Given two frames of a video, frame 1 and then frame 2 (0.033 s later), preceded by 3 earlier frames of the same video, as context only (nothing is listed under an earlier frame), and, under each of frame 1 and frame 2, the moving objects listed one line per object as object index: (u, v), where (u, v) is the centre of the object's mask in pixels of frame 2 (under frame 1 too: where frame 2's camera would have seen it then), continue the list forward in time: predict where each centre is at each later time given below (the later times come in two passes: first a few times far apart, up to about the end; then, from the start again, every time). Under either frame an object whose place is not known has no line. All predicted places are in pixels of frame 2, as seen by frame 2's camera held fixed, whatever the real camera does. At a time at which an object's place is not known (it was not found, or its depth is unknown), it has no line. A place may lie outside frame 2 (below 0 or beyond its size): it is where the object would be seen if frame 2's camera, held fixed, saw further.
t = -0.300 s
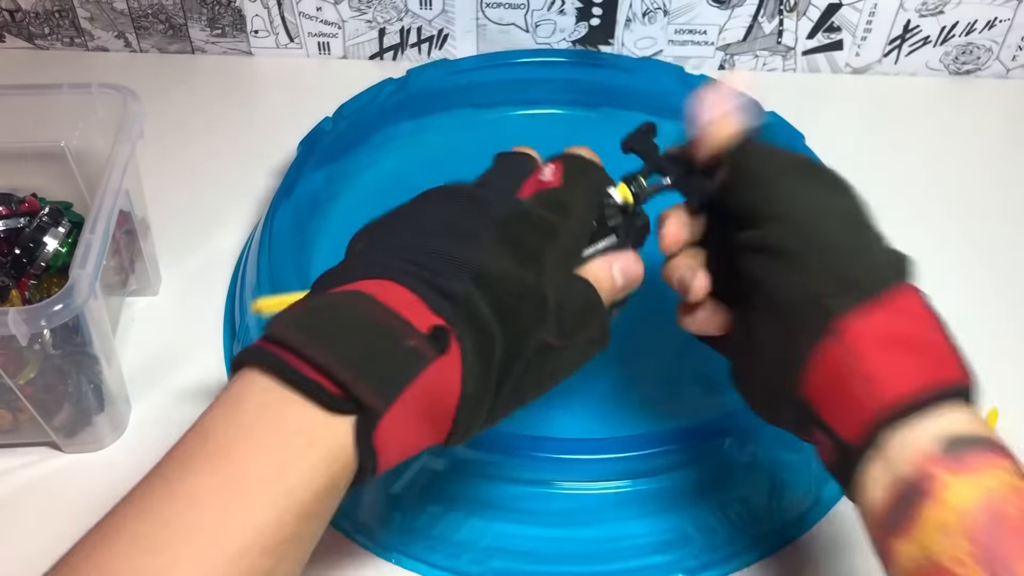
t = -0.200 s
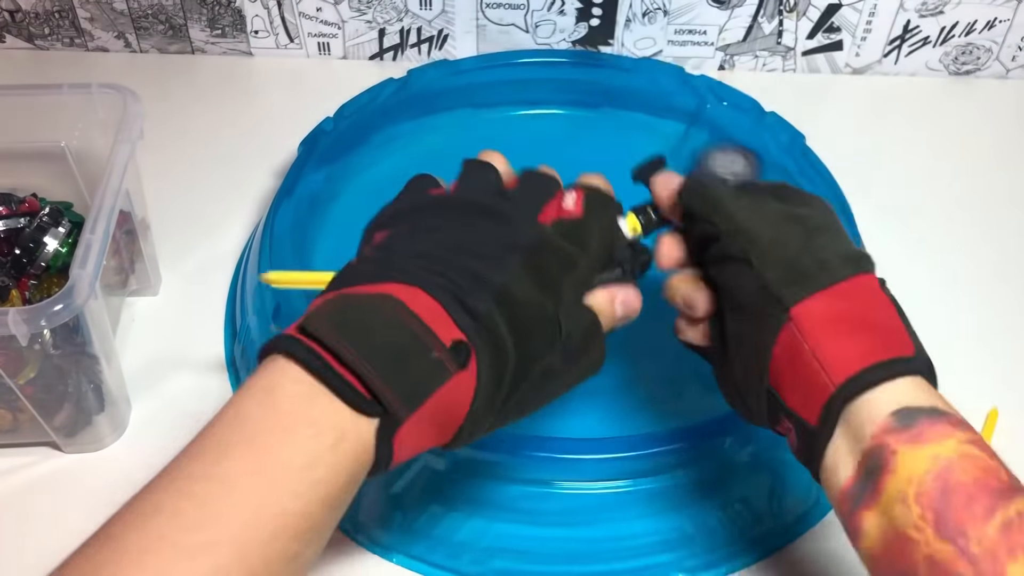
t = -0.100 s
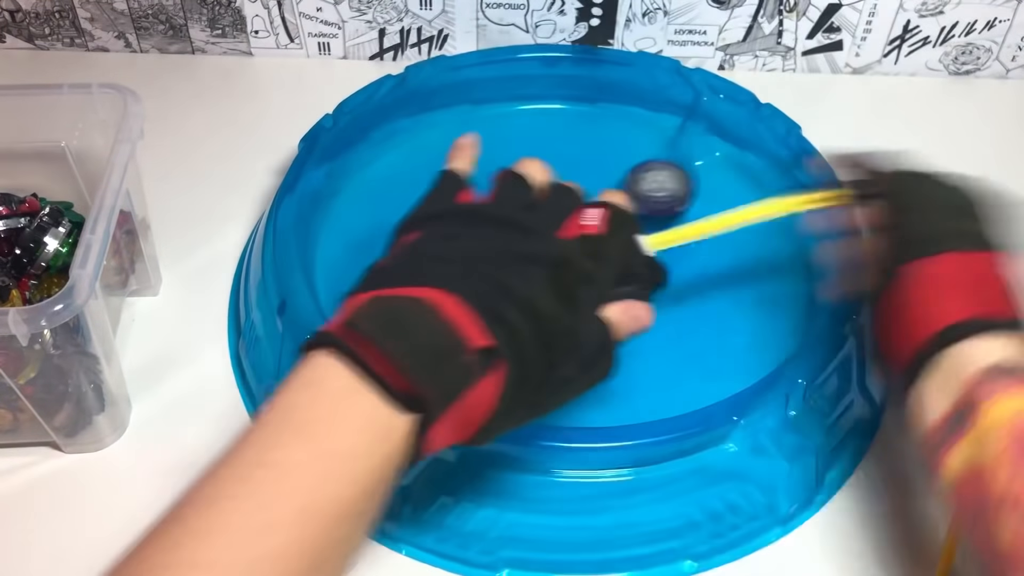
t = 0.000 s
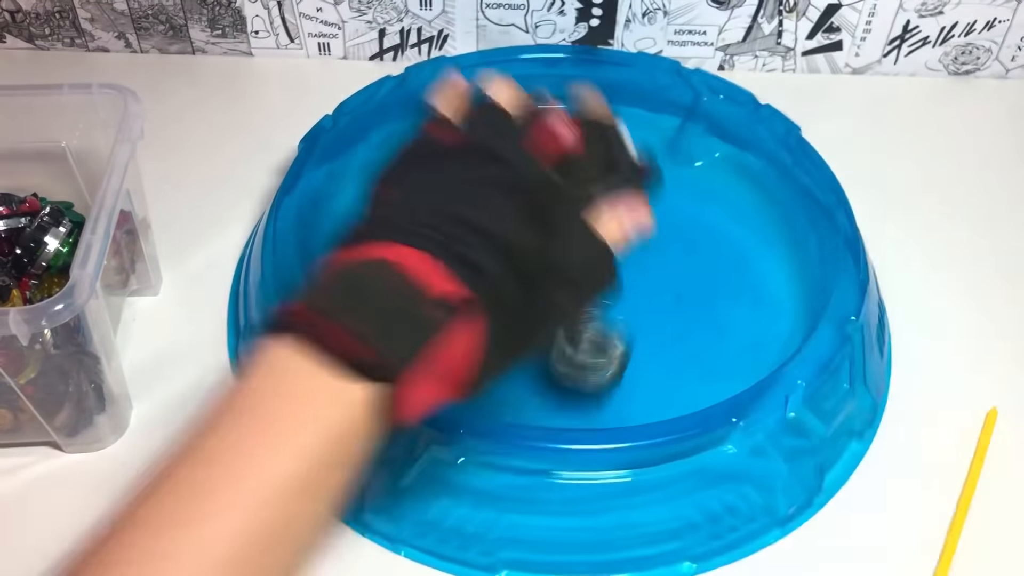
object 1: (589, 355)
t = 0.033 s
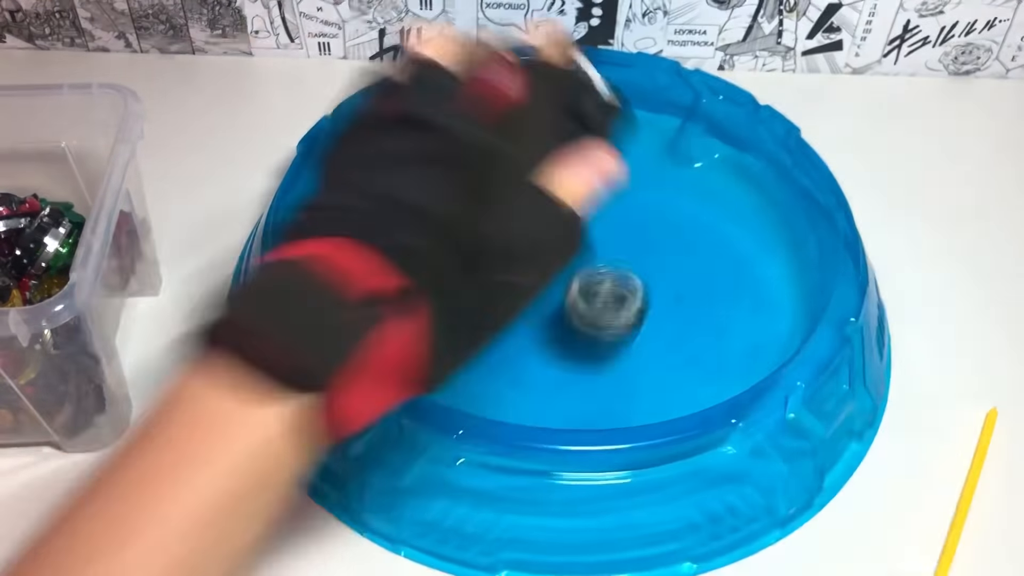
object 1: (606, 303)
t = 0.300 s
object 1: (628, 163)
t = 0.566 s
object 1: (413, 174)
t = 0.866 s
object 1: (529, 327)
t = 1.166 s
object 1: (718, 164)
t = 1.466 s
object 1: (580, 197)
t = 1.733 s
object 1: (535, 363)
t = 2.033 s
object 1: (700, 365)
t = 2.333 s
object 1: (607, 192)
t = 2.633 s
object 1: (367, 282)
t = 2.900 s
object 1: (521, 361)
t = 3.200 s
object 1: (547, 223)
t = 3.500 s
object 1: (404, 338)
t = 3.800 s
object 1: (678, 297)
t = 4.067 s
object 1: (616, 141)
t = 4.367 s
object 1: (422, 220)
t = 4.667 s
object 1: (647, 354)
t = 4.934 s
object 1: (741, 212)
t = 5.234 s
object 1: (499, 165)
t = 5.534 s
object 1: (402, 318)
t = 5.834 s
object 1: (561, 296)
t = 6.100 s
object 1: (466, 201)
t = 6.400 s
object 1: (468, 280)
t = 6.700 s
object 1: (632, 212)
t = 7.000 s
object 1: (524, 161)
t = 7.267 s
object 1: (545, 289)
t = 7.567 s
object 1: (526, 262)
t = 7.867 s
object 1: (531, 253)
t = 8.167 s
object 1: (546, 275)
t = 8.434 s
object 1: (579, 276)
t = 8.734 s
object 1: (610, 250)
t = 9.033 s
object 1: (611, 226)
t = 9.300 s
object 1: (567, 249)
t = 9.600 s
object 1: (457, 201)
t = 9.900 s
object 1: (463, 247)
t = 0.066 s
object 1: (623, 264)
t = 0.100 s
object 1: (638, 239)
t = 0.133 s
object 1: (650, 227)
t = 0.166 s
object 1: (660, 228)
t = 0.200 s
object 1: (660, 225)
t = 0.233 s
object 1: (651, 193)
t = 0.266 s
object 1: (640, 171)
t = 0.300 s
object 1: (628, 163)
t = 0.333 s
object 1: (613, 162)
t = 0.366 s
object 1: (588, 142)
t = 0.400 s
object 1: (563, 136)
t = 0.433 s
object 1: (535, 138)
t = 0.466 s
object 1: (504, 135)
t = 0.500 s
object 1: (472, 143)
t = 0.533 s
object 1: (439, 157)
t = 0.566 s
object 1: (413, 174)
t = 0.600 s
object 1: (391, 197)
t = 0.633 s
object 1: (376, 225)
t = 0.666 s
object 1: (370, 255)
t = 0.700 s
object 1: (373, 290)
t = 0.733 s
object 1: (390, 322)
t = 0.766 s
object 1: (420, 321)
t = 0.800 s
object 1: (457, 316)
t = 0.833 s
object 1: (488, 332)
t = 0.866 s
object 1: (529, 327)
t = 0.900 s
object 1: (573, 318)
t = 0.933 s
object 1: (616, 312)
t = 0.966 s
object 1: (649, 292)
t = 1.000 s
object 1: (680, 274)
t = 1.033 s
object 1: (699, 252)
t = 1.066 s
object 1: (711, 227)
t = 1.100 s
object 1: (719, 199)
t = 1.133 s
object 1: (717, 175)
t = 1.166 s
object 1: (718, 164)
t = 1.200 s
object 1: (720, 169)
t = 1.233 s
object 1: (716, 170)
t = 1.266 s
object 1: (708, 167)
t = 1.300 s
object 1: (695, 164)
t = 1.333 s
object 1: (677, 170)
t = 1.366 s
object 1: (655, 174)
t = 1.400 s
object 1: (630, 177)
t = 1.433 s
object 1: (605, 185)
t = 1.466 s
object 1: (580, 197)
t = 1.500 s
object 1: (558, 213)
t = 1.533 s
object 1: (539, 233)
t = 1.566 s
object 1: (527, 255)
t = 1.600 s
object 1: (520, 279)
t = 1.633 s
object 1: (519, 304)
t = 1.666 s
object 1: (526, 328)
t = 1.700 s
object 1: (539, 354)
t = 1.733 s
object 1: (535, 363)
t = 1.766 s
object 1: (533, 370)
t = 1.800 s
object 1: (538, 377)
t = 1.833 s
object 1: (550, 385)
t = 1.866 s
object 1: (568, 392)
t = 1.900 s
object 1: (592, 397)
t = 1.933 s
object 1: (620, 398)
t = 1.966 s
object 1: (651, 391)
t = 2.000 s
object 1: (678, 381)
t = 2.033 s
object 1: (700, 365)
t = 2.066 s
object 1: (715, 343)
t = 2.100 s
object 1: (723, 319)
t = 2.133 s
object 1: (722, 294)
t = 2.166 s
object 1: (713, 270)
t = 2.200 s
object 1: (697, 247)
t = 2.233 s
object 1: (683, 230)
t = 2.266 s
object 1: (662, 215)
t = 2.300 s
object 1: (636, 202)
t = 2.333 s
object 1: (607, 192)
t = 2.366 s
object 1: (575, 184)
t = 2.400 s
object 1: (540, 182)
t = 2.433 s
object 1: (506, 184)
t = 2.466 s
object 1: (473, 189)
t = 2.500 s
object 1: (443, 199)
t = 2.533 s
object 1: (414, 213)
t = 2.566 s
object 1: (391, 233)
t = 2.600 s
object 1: (373, 256)
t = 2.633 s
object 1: (367, 282)
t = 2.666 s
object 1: (382, 316)
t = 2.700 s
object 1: (393, 338)
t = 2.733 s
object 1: (390, 342)
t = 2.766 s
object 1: (405, 350)
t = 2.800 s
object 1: (428, 362)
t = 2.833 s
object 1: (457, 370)
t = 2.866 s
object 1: (488, 370)
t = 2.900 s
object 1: (521, 361)
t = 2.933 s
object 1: (549, 351)
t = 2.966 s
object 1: (574, 333)
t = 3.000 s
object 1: (594, 316)
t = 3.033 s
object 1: (608, 295)
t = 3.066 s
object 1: (616, 274)
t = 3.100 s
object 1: (619, 252)
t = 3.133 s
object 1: (617, 231)
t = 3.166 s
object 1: (582, 227)
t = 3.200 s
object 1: (547, 223)
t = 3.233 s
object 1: (512, 222)
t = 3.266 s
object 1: (483, 220)
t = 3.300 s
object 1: (455, 224)
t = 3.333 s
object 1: (428, 235)
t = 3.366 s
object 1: (407, 247)
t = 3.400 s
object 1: (393, 265)
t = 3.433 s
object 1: (383, 286)
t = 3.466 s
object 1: (386, 310)
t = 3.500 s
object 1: (404, 338)
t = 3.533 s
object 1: (429, 357)
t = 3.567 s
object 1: (466, 368)
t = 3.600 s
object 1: (505, 379)
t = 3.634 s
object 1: (544, 375)
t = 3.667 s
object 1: (580, 368)
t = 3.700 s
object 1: (612, 356)
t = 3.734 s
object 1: (639, 339)
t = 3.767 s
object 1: (661, 320)
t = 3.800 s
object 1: (678, 297)
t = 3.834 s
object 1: (688, 273)
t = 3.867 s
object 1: (694, 248)
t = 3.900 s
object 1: (695, 223)
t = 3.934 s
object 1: (693, 197)
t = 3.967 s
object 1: (685, 172)
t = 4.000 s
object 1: (665, 159)
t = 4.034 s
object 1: (637, 154)
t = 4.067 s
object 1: (616, 141)
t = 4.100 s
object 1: (588, 133)
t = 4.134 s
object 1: (558, 128)
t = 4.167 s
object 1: (528, 127)
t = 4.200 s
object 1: (501, 131)
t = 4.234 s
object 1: (475, 143)
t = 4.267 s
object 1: (454, 157)
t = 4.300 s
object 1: (437, 175)
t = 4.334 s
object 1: (426, 196)
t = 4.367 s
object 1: (422, 220)
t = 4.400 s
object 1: (425, 245)
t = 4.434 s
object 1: (435, 271)
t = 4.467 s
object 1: (452, 293)
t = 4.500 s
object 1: (478, 310)
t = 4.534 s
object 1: (507, 326)
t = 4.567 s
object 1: (538, 340)
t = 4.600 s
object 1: (571, 354)
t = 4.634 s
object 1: (608, 358)
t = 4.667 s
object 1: (647, 354)
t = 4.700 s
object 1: (682, 346)
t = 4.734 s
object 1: (714, 336)
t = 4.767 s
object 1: (739, 323)
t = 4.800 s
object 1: (755, 303)
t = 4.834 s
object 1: (758, 281)
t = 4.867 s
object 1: (757, 258)
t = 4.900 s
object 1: (751, 235)
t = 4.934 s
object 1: (741, 212)
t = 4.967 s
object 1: (721, 197)
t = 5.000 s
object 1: (699, 182)
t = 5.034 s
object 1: (674, 169)
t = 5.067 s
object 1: (645, 161)
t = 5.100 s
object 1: (615, 156)
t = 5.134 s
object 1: (586, 153)
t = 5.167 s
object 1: (556, 154)
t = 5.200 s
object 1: (528, 158)
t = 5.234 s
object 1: (499, 165)
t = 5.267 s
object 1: (474, 175)
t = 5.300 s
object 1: (452, 186)
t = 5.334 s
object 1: (430, 201)
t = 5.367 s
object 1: (413, 218)
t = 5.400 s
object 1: (400, 236)
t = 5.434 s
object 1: (392, 257)
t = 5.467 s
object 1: (389, 277)
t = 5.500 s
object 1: (391, 299)
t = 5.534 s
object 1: (402, 318)
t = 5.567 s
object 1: (425, 330)
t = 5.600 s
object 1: (450, 343)
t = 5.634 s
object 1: (473, 346)
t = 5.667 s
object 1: (511, 350)
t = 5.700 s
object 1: (540, 349)
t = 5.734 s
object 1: (550, 340)
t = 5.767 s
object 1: (557, 327)
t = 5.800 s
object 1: (560, 312)
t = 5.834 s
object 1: (561, 296)
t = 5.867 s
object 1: (559, 280)
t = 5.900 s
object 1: (554, 263)
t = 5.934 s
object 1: (545, 248)
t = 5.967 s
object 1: (533, 234)
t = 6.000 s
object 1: (518, 222)
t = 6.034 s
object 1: (501, 213)
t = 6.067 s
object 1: (484, 206)
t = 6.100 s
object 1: (466, 201)
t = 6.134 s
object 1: (449, 201)
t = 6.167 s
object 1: (435, 204)
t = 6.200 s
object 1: (422, 211)
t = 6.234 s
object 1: (415, 221)
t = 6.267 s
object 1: (414, 233)
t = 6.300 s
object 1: (420, 244)
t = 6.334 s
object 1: (428, 259)
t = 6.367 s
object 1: (445, 270)
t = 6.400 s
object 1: (468, 280)
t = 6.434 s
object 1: (491, 285)
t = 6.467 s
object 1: (516, 286)
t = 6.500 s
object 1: (542, 283)
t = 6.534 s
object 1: (566, 276)
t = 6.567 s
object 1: (586, 267)
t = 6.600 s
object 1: (603, 255)
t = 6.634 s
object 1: (618, 241)
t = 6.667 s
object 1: (626, 227)
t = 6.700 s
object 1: (632, 212)
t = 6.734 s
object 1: (633, 197)
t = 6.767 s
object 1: (629, 182)
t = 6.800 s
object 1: (621, 169)
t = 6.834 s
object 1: (609, 158)
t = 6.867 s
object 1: (594, 151)
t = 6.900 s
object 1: (577, 146)
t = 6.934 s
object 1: (557, 147)
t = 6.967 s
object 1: (539, 152)
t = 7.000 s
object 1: (524, 161)
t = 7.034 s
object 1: (511, 174)
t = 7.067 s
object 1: (502, 189)
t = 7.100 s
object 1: (499, 206)
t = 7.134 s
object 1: (499, 224)
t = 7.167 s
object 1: (503, 242)
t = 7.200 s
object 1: (513, 259)
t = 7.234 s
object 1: (527, 276)
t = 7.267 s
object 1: (545, 289)
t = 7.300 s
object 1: (549, 292)
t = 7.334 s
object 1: (545, 286)
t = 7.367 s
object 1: (543, 282)
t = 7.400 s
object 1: (540, 278)
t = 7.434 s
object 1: (536, 273)
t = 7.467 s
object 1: (534, 270)
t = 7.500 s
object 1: (531, 267)
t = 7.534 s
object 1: (529, 264)
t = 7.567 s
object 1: (526, 262)
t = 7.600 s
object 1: (525, 260)
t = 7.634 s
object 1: (523, 259)
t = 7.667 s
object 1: (522, 257)
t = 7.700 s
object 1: (522, 256)
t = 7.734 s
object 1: (522, 256)
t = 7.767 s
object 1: (524, 255)
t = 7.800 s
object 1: (525, 254)
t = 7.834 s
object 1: (528, 253)
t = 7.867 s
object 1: (531, 253)
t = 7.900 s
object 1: (534, 252)
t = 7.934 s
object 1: (537, 251)
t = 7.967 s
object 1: (540, 250)
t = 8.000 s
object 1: (538, 255)
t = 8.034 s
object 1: (538, 260)
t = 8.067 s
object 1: (538, 263)
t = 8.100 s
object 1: (540, 268)
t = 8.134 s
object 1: (543, 272)
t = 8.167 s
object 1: (546, 275)
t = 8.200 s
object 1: (550, 277)
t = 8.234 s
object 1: (554, 279)
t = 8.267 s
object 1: (559, 280)
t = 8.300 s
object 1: (563, 280)
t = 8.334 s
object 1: (568, 280)
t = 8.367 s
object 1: (573, 279)
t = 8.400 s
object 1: (576, 278)
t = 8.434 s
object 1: (579, 276)
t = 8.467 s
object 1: (582, 274)
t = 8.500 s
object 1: (584, 272)
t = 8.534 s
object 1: (586, 269)
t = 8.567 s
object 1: (587, 267)
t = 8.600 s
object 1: (588, 264)
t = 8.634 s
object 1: (589, 261)
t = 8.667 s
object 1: (591, 258)
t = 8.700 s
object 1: (603, 254)
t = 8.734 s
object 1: (610, 250)
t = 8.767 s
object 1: (616, 246)
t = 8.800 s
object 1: (620, 242)
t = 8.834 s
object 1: (623, 239)
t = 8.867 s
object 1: (623, 234)
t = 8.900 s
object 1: (623, 231)
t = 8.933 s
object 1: (621, 228)
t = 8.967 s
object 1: (618, 227)
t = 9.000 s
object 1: (615, 226)
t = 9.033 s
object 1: (611, 226)
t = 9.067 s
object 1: (606, 226)
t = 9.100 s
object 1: (601, 227)
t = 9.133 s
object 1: (596, 229)
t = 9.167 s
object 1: (591, 232)
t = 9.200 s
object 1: (585, 235)
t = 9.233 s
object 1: (579, 239)
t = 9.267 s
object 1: (573, 244)
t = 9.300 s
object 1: (567, 249)
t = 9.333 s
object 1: (561, 255)
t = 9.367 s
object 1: (546, 244)
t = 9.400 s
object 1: (532, 234)
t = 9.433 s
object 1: (518, 226)
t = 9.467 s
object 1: (507, 220)
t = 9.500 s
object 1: (495, 214)
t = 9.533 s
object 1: (482, 208)
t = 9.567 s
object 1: (471, 204)
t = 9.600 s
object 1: (457, 201)
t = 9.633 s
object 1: (445, 199)
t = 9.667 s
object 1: (435, 201)
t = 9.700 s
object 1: (427, 206)
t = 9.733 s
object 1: (424, 211)
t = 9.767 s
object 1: (425, 218)
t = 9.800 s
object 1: (427, 226)
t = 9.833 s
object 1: (437, 235)
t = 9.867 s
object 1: (449, 241)
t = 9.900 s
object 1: (463, 247)
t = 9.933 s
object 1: (480, 252)
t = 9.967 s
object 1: (496, 254)
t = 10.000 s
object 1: (510, 255)
